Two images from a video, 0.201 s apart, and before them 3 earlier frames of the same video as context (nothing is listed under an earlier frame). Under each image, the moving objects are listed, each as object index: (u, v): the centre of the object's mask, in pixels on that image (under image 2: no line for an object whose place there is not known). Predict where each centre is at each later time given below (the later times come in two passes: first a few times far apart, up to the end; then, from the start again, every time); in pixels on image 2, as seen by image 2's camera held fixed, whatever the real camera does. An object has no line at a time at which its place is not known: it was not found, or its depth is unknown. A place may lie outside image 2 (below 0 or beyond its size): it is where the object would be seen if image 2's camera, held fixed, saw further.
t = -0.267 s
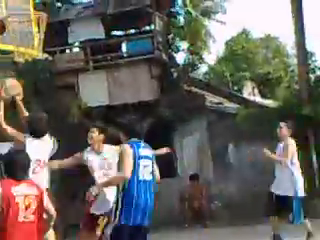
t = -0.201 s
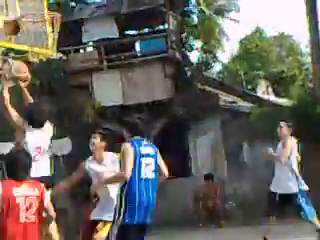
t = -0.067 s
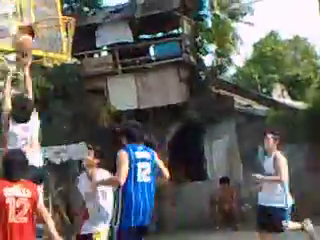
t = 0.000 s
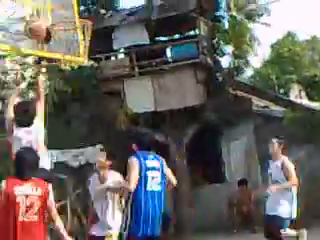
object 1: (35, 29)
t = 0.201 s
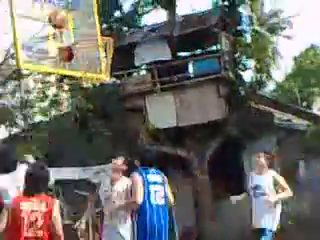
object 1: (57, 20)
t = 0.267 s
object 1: (65, 18)
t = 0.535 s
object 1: (90, 31)
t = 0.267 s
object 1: (65, 18)
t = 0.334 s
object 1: (73, 20)
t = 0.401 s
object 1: (83, 27)
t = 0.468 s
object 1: (86, 29)
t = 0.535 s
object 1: (90, 31)
